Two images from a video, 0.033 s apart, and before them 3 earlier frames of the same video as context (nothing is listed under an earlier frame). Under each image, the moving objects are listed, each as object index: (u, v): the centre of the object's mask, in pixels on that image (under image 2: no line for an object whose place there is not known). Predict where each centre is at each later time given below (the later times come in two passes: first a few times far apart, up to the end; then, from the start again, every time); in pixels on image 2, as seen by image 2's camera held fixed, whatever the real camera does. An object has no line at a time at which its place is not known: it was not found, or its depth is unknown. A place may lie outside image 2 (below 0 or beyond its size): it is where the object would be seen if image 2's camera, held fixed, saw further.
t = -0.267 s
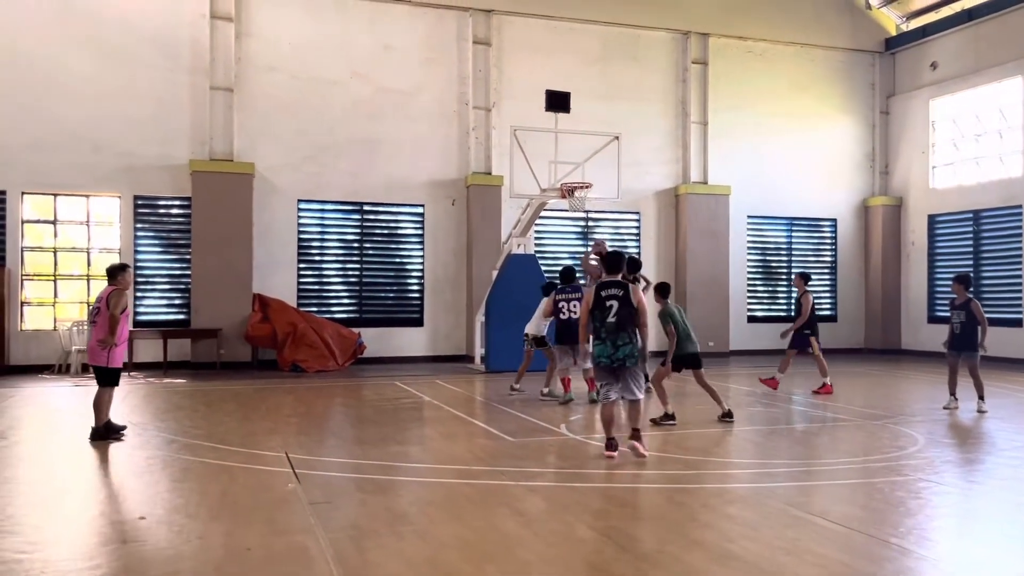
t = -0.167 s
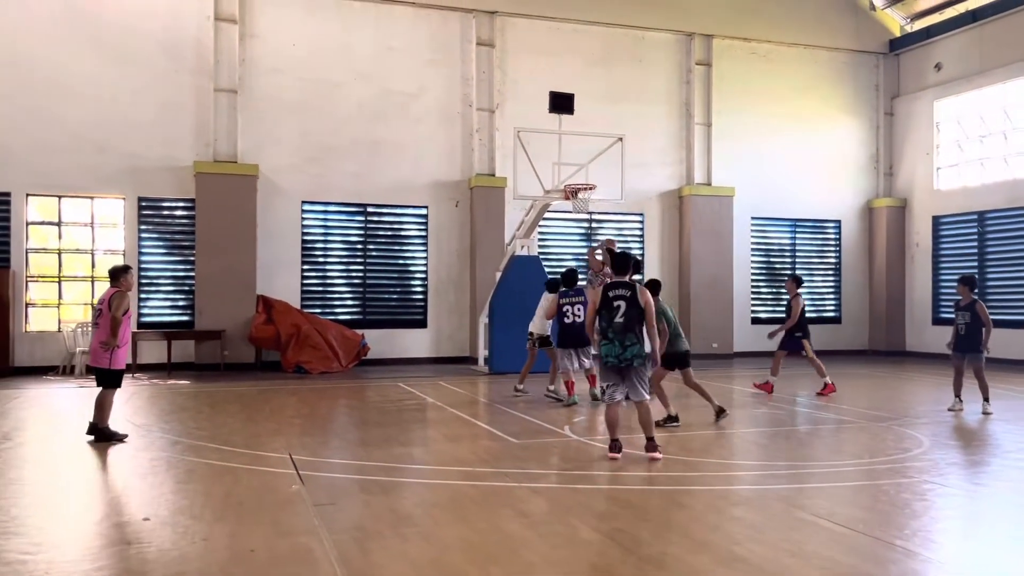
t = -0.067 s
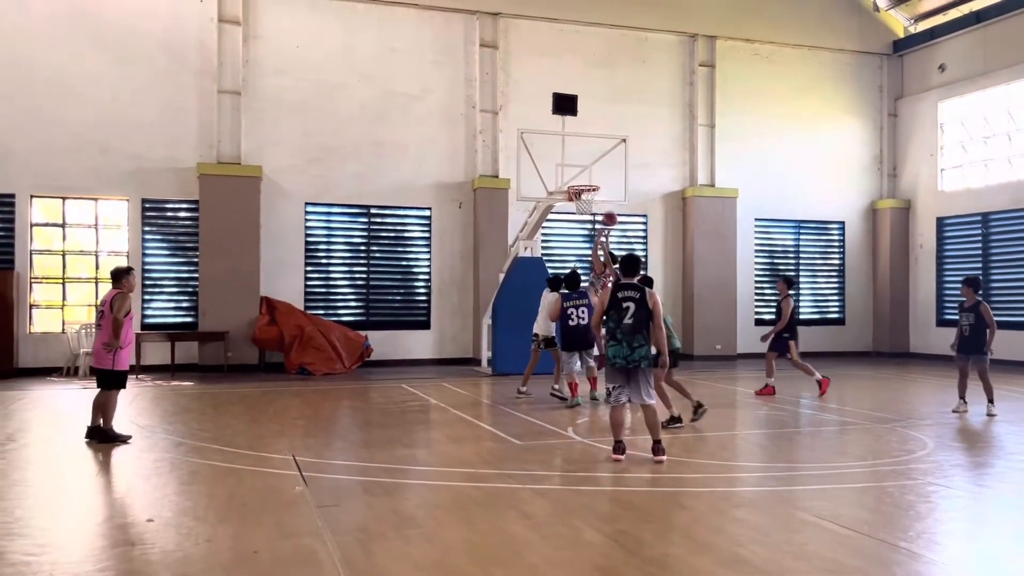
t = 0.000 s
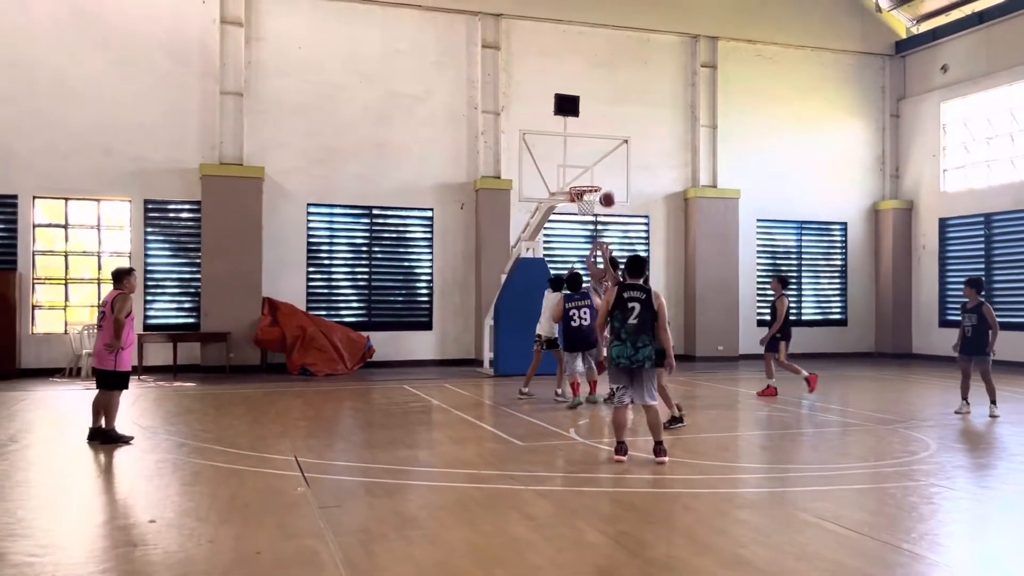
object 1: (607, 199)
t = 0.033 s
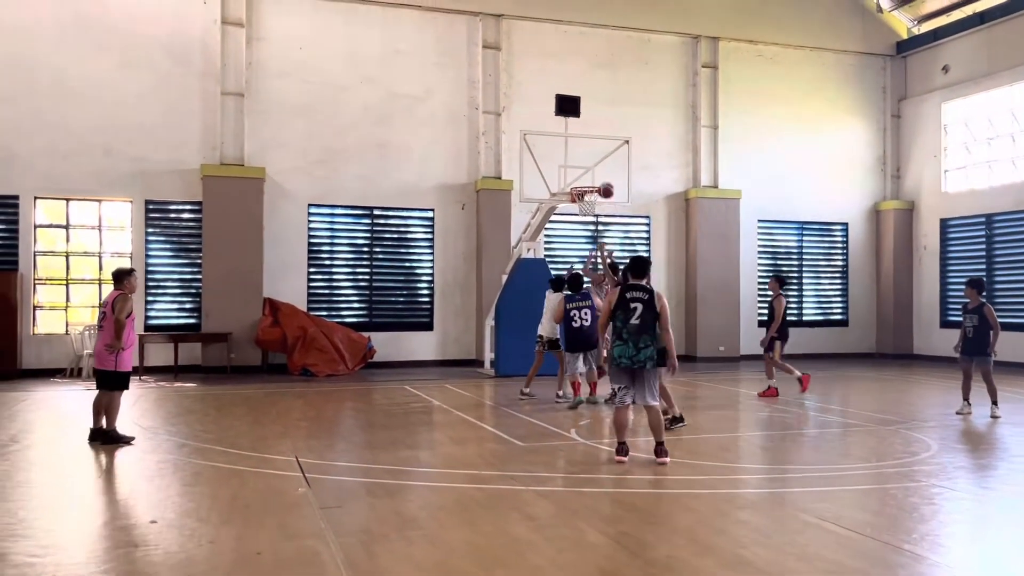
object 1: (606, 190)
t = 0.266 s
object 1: (591, 147)
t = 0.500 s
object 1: (577, 141)
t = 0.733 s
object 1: (569, 165)
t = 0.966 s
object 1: (564, 163)
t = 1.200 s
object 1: (554, 160)
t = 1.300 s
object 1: (550, 170)
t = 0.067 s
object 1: (604, 182)
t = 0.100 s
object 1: (602, 174)
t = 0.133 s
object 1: (599, 167)
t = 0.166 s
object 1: (597, 161)
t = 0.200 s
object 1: (595, 155)
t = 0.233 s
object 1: (593, 151)
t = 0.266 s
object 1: (591, 147)
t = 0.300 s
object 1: (589, 144)
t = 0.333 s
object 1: (587, 142)
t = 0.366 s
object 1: (585, 140)
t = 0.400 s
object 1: (583, 139)
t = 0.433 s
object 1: (581, 139)
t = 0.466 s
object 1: (579, 140)
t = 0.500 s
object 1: (577, 141)
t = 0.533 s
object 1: (575, 143)
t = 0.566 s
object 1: (572, 145)
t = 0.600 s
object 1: (571, 149)
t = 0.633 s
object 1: (569, 153)
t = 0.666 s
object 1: (568, 157)
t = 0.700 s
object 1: (568, 161)
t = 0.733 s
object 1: (569, 165)
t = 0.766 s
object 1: (569, 170)
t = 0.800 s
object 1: (569, 177)
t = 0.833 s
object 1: (569, 180)
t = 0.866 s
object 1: (568, 175)
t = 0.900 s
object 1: (566, 170)
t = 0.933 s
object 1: (565, 166)
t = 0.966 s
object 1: (564, 163)
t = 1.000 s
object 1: (562, 161)
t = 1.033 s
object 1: (561, 159)
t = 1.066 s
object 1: (560, 158)
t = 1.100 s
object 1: (558, 157)
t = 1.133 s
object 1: (557, 158)
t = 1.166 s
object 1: (555, 159)
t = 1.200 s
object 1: (554, 160)
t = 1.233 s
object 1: (552, 163)
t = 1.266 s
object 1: (551, 166)
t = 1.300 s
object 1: (550, 170)
